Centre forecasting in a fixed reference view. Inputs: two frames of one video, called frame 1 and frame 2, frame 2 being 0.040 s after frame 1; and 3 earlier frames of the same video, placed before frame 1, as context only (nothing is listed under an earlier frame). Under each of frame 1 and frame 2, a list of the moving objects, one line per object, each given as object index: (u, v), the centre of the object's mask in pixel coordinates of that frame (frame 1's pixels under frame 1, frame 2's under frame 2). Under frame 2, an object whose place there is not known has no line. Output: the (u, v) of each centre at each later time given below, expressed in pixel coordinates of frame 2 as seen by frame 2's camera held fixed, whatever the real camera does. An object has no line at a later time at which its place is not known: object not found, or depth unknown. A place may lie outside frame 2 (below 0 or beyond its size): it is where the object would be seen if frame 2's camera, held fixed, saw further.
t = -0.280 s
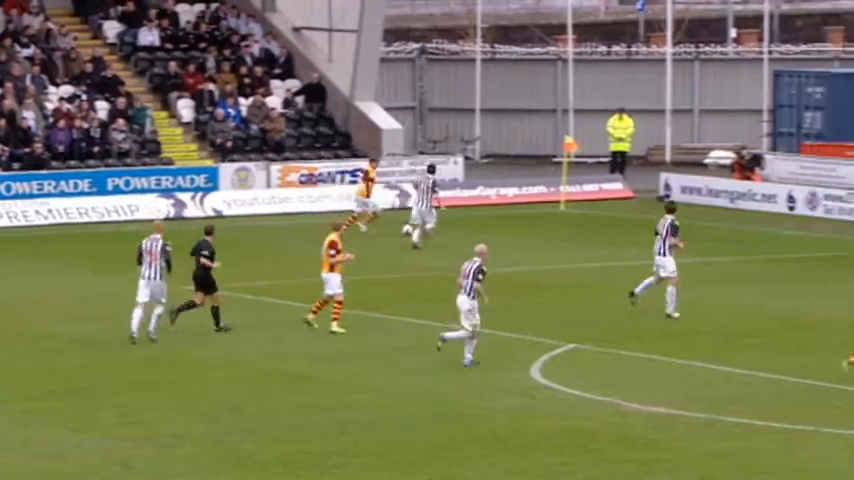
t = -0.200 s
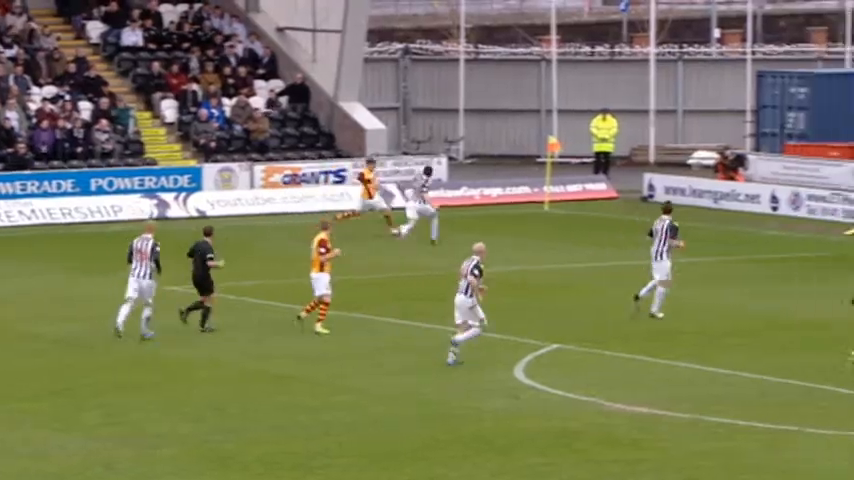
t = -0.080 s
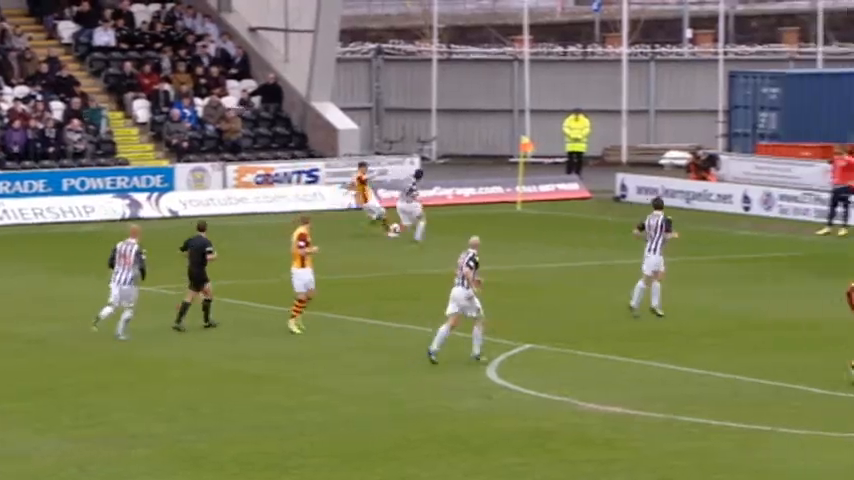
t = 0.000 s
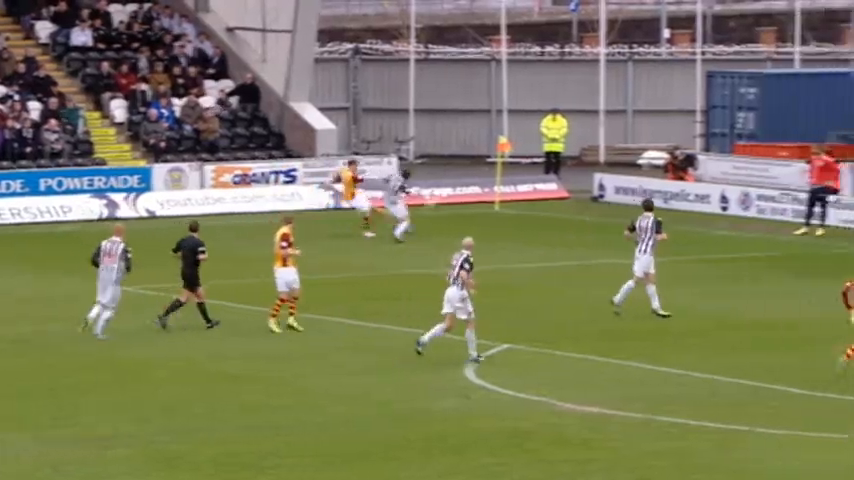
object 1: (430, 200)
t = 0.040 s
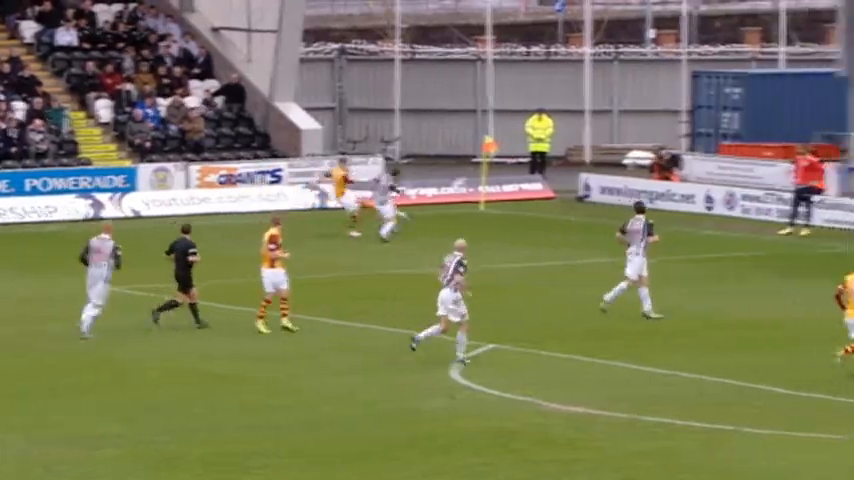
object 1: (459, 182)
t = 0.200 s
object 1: (608, 119)
